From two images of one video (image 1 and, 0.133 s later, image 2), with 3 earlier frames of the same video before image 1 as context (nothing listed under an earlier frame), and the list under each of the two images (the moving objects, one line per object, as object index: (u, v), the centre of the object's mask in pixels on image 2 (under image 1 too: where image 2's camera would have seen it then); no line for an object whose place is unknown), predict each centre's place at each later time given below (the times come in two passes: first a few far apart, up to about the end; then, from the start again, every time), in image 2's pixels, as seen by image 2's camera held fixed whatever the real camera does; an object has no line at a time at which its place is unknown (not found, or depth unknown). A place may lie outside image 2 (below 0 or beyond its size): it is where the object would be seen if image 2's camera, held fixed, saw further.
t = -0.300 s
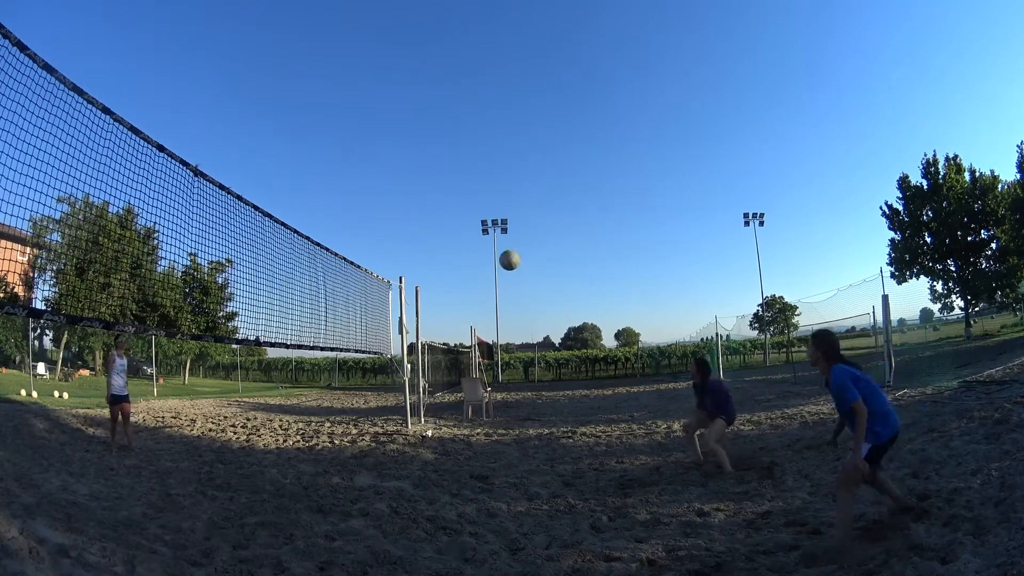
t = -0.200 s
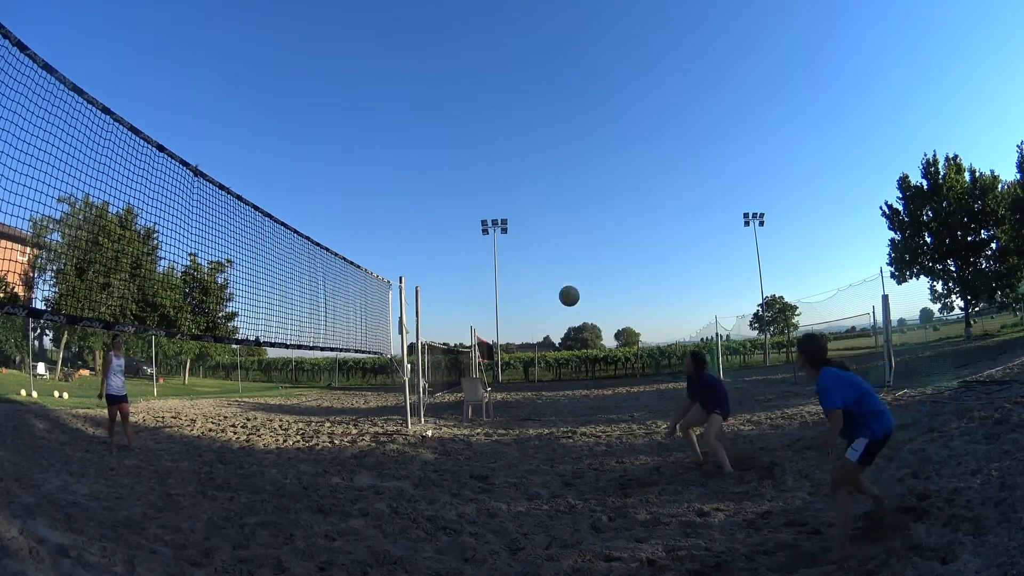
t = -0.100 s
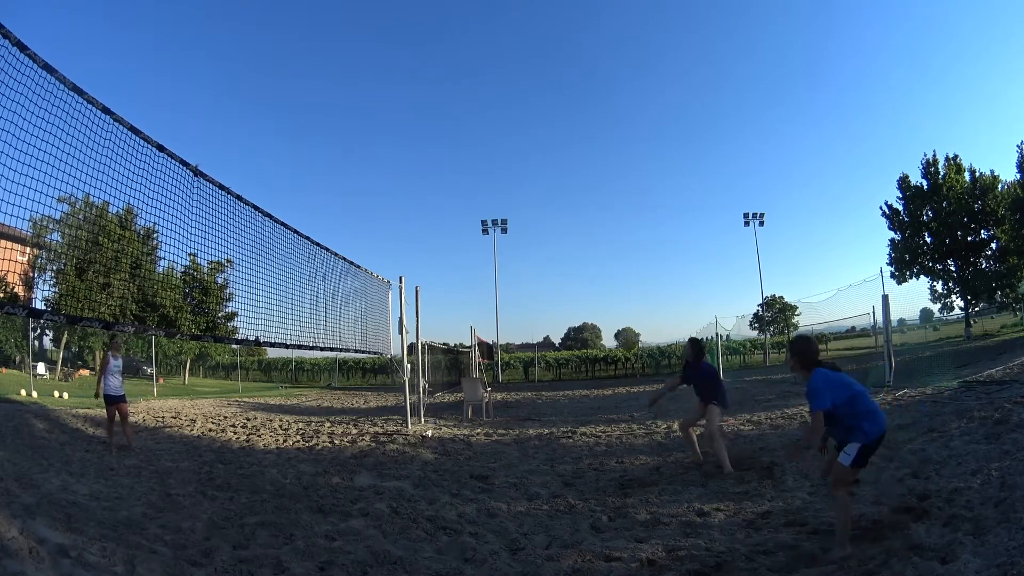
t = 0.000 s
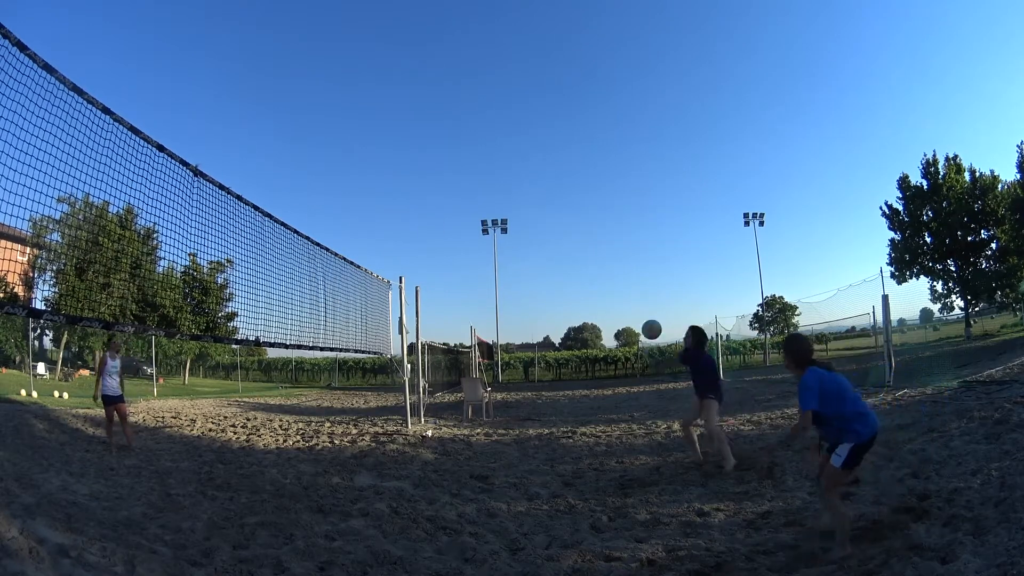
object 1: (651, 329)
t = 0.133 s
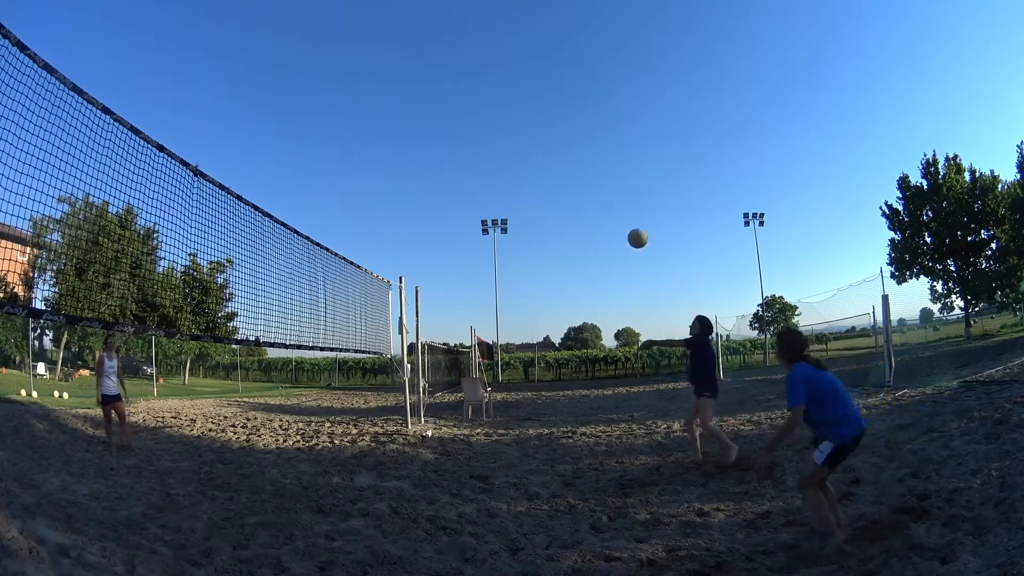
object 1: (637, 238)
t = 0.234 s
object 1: (627, 182)
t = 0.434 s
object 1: (610, 103)
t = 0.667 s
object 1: (598, 55)
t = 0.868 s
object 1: (592, 45)
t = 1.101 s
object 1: (591, 69)
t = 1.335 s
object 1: (596, 144)
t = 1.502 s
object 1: (604, 243)
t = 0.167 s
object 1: (634, 218)
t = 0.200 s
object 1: (631, 199)
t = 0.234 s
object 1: (627, 182)
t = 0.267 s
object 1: (624, 165)
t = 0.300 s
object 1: (621, 151)
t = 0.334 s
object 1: (618, 137)
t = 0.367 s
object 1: (615, 125)
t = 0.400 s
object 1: (613, 113)
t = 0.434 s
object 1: (610, 103)
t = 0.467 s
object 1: (608, 93)
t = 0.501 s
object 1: (605, 85)
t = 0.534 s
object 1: (604, 77)
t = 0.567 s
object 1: (602, 71)
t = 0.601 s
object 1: (600, 65)
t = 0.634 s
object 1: (599, 60)
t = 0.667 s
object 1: (598, 55)
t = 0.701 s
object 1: (596, 52)
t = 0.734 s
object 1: (595, 49)
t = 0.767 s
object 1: (594, 47)
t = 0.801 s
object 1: (593, 46)
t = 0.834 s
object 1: (593, 45)
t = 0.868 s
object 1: (592, 45)
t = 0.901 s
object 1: (591, 46)
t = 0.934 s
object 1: (591, 48)
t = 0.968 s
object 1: (591, 50)
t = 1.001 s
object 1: (591, 53)
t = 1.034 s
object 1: (590, 58)
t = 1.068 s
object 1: (591, 63)
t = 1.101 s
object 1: (591, 69)
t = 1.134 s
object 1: (592, 76)
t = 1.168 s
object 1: (592, 84)
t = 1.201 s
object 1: (593, 93)
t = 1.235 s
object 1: (594, 104)
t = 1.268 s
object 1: (594, 116)
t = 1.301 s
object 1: (595, 129)
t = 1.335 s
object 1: (596, 144)
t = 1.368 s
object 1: (598, 160)
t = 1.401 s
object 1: (599, 178)
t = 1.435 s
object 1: (601, 198)
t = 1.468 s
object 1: (602, 219)
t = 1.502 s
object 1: (604, 243)
